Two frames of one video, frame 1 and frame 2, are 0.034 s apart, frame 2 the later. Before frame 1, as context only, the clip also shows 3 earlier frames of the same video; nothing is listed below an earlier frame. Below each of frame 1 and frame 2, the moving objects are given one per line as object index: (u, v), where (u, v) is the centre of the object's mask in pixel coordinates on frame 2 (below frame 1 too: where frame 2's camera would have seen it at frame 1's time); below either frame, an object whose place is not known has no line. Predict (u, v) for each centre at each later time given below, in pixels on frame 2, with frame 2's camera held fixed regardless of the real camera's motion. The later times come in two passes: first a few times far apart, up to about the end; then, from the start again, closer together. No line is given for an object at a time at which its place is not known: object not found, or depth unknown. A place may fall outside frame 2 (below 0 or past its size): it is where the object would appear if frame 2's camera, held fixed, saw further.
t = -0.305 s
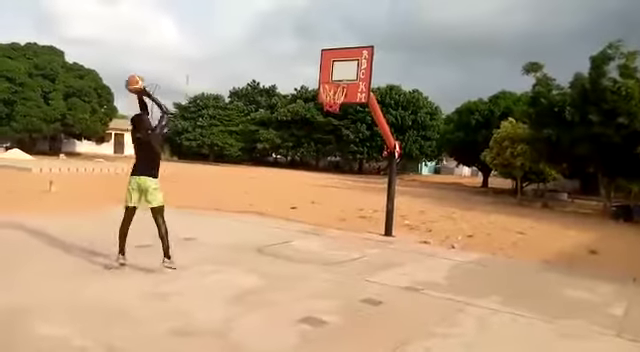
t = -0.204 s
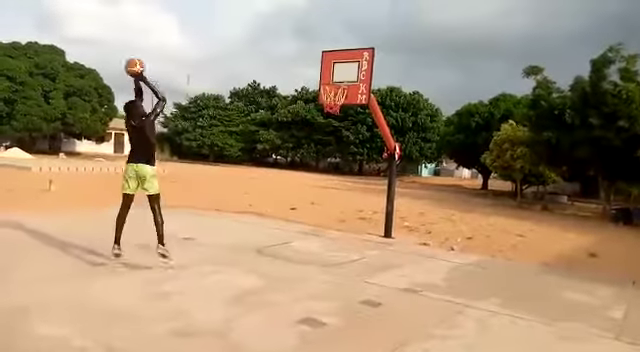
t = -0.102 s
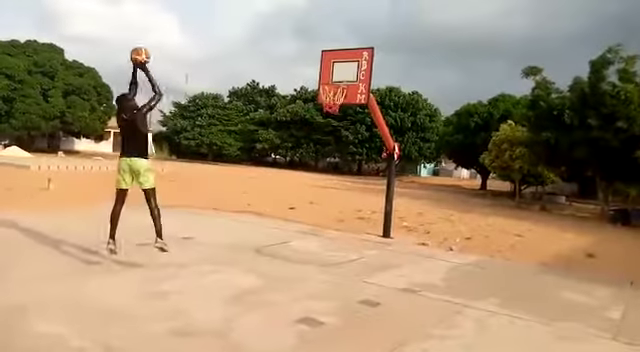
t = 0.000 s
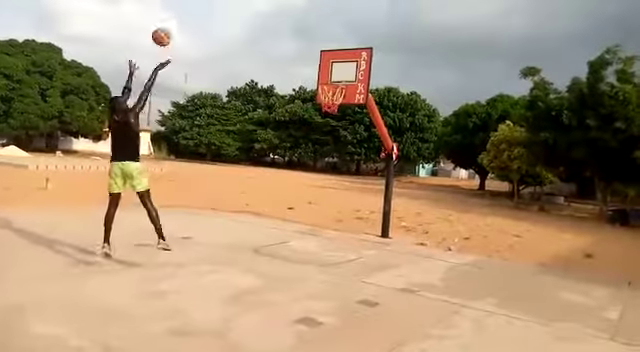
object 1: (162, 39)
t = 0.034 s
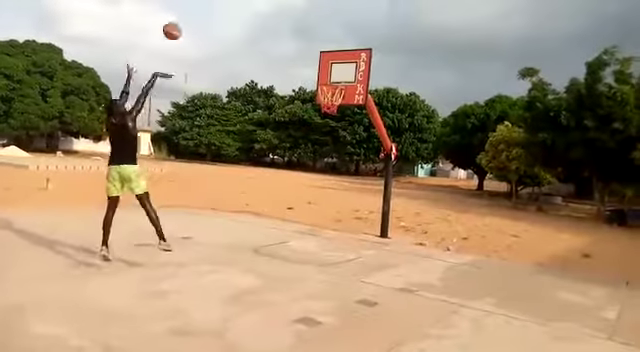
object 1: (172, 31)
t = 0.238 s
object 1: (227, 12)
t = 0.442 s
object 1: (271, 20)
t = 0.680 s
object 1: (313, 60)
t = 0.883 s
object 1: (330, 108)
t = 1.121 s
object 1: (329, 159)
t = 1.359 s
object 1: (322, 247)
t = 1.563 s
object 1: (315, 198)
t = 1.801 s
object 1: (302, 151)
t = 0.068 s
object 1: (181, 25)
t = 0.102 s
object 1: (191, 21)
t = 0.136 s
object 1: (201, 17)
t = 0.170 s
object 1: (210, 15)
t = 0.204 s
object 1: (220, 13)
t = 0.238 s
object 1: (227, 12)
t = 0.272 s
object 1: (236, 11)
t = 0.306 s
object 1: (243, 11)
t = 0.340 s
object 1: (251, 12)
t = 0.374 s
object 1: (258, 15)
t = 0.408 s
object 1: (265, 17)
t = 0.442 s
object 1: (271, 20)
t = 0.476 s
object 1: (278, 24)
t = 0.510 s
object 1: (284, 28)
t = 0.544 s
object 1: (290, 34)
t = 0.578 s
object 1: (296, 40)
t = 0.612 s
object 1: (302, 46)
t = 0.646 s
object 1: (308, 52)
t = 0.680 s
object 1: (313, 60)
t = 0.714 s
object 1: (318, 67)
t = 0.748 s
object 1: (323, 76)
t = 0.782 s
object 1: (327, 80)
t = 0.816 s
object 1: (331, 90)
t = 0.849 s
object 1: (329, 106)
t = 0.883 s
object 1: (330, 108)
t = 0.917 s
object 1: (333, 110)
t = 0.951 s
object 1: (333, 117)
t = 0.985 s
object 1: (331, 123)
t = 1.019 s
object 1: (331, 130)
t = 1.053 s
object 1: (330, 139)
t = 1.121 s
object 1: (329, 159)
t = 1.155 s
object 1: (328, 167)
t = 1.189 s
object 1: (326, 179)
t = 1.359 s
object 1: (322, 247)
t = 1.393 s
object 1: (321, 248)
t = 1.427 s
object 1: (319, 237)
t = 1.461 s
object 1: (318, 227)
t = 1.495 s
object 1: (318, 216)
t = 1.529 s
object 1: (315, 207)
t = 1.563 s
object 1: (315, 198)
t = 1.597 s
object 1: (313, 189)
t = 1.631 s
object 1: (312, 182)
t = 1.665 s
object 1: (311, 173)
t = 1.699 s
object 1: (308, 166)
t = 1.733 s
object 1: (306, 161)
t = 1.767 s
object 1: (305, 156)
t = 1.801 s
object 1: (302, 151)
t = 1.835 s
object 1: (301, 146)
